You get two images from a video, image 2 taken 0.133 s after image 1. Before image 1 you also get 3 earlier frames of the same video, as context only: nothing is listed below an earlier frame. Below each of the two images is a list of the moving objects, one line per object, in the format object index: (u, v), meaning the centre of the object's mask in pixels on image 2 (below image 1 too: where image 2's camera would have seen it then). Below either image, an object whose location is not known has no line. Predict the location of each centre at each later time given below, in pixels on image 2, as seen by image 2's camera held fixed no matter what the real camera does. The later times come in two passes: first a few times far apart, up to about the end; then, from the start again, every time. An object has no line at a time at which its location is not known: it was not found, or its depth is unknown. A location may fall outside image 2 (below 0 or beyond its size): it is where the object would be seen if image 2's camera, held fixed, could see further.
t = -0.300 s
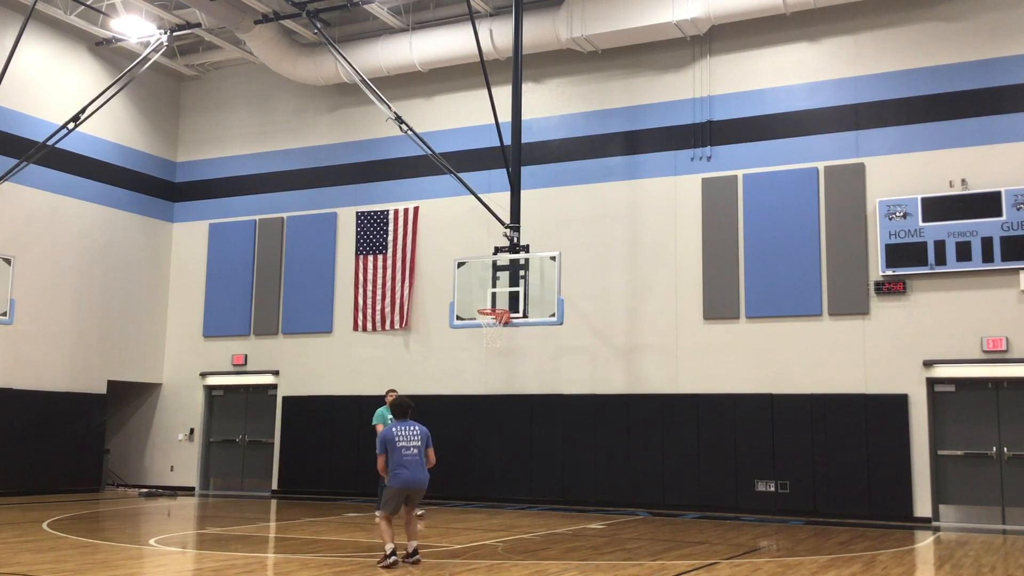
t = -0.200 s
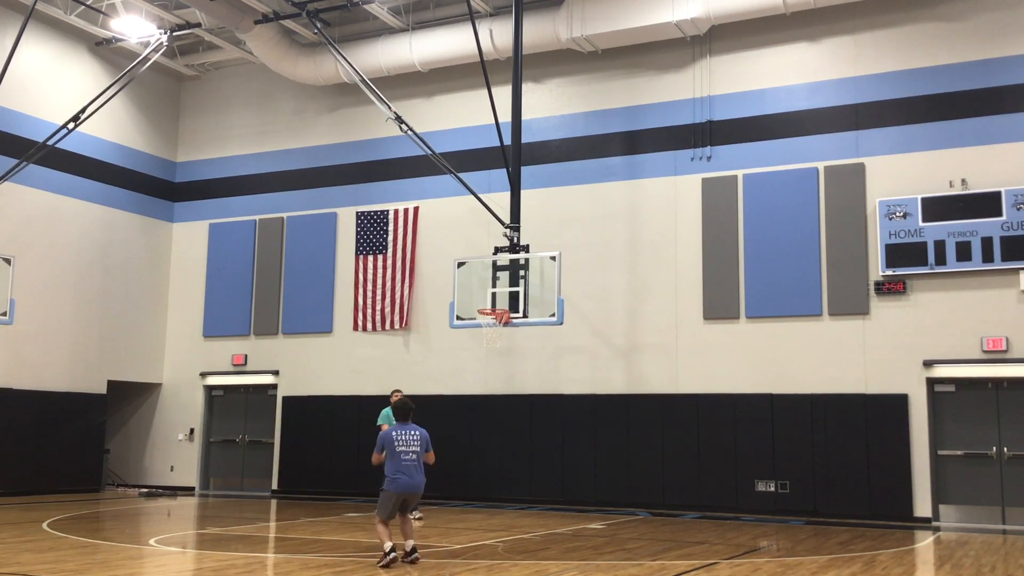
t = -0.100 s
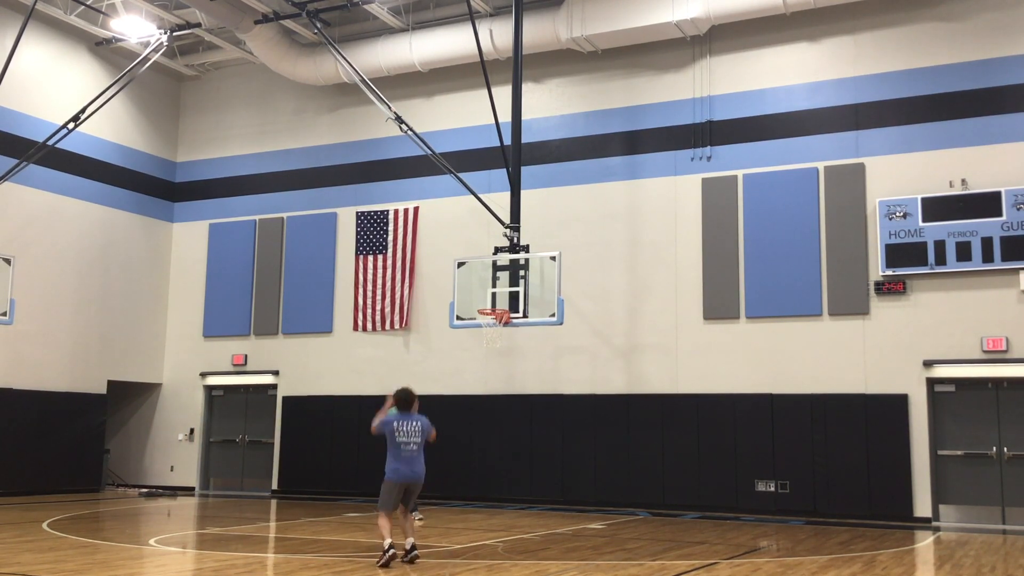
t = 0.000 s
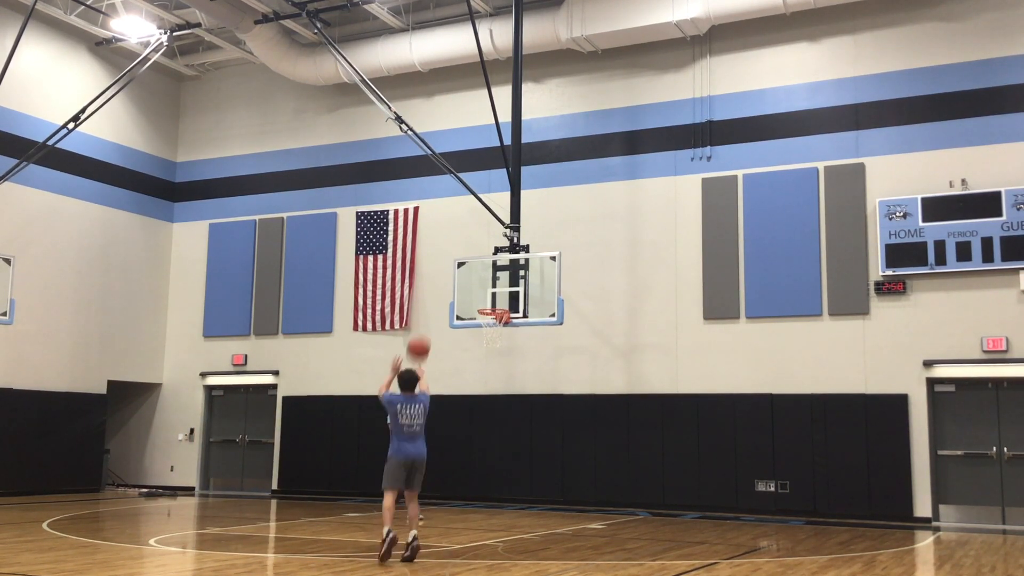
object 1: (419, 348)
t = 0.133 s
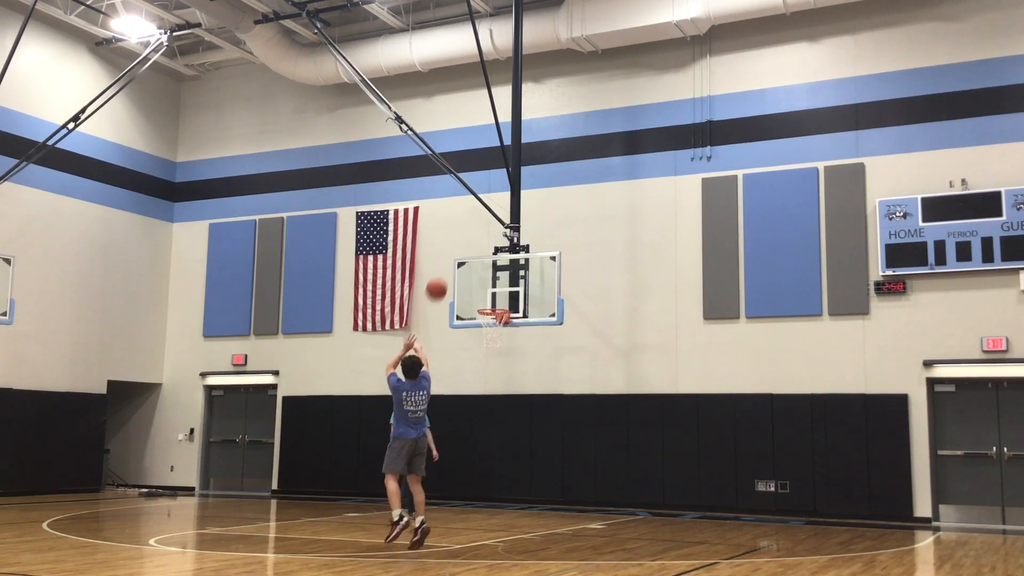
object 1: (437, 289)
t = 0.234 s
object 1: (448, 259)
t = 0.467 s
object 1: (472, 228)
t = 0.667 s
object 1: (489, 235)
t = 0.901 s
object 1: (504, 272)
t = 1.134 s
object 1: (482, 292)
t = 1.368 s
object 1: (466, 270)
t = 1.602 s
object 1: (449, 283)
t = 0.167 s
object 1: (441, 278)
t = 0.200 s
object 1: (445, 268)
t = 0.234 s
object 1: (448, 259)
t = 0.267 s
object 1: (452, 252)
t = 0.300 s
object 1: (456, 246)
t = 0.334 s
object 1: (459, 240)
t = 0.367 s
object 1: (463, 236)
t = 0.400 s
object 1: (466, 233)
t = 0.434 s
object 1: (469, 230)
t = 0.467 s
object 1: (472, 228)
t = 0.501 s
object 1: (475, 227)
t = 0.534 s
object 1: (478, 227)
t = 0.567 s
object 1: (481, 228)
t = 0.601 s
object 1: (483, 229)
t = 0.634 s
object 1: (486, 232)
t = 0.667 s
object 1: (489, 235)
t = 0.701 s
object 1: (491, 238)
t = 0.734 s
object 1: (493, 242)
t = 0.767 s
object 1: (495, 247)
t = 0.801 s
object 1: (497, 253)
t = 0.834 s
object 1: (500, 258)
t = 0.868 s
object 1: (502, 265)
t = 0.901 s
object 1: (504, 272)
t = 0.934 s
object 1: (506, 280)
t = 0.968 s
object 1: (505, 287)
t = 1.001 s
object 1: (499, 291)
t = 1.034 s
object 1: (493, 297)
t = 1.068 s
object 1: (487, 303)
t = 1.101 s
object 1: (484, 298)
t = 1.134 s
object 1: (482, 292)
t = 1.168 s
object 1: (480, 287)
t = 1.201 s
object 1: (478, 282)
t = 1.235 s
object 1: (476, 278)
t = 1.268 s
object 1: (473, 275)
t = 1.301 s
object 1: (471, 273)
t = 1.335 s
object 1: (469, 271)
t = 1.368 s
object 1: (466, 270)
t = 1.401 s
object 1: (464, 270)
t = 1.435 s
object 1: (462, 270)
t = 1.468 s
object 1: (459, 271)
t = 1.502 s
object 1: (457, 273)
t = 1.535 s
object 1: (454, 275)
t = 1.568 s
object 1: (452, 279)
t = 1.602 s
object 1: (449, 283)
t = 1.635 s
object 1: (446, 288)
